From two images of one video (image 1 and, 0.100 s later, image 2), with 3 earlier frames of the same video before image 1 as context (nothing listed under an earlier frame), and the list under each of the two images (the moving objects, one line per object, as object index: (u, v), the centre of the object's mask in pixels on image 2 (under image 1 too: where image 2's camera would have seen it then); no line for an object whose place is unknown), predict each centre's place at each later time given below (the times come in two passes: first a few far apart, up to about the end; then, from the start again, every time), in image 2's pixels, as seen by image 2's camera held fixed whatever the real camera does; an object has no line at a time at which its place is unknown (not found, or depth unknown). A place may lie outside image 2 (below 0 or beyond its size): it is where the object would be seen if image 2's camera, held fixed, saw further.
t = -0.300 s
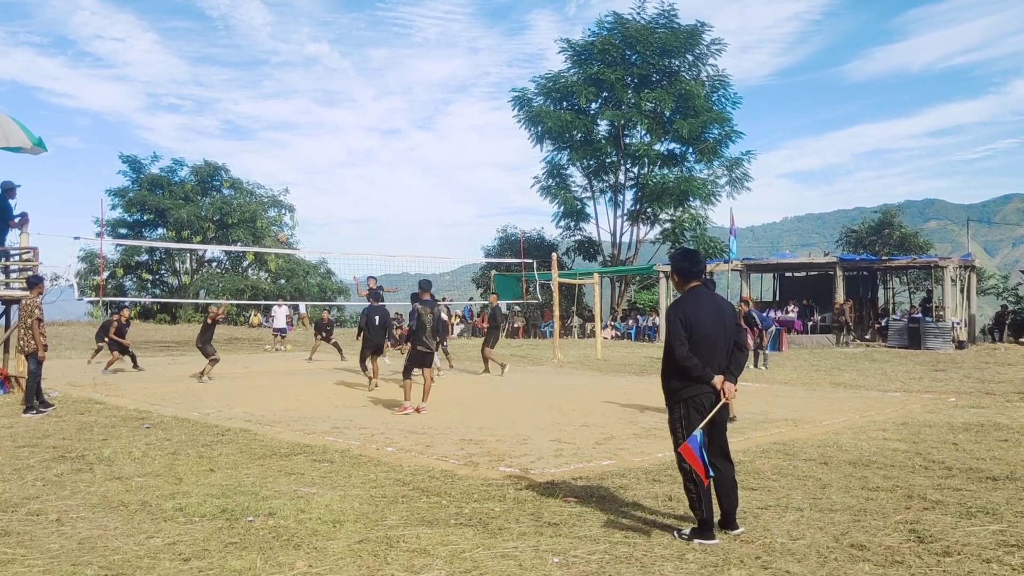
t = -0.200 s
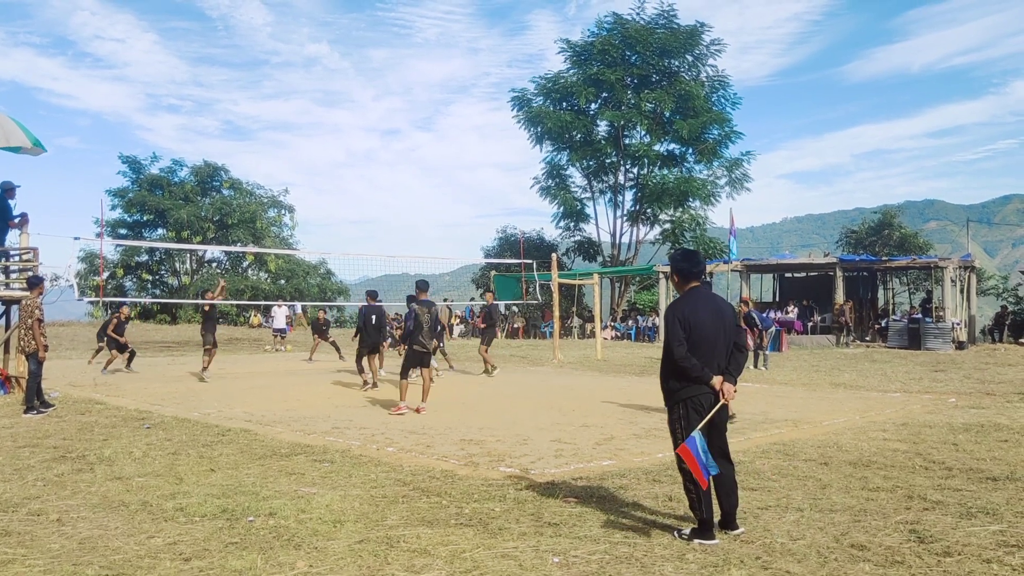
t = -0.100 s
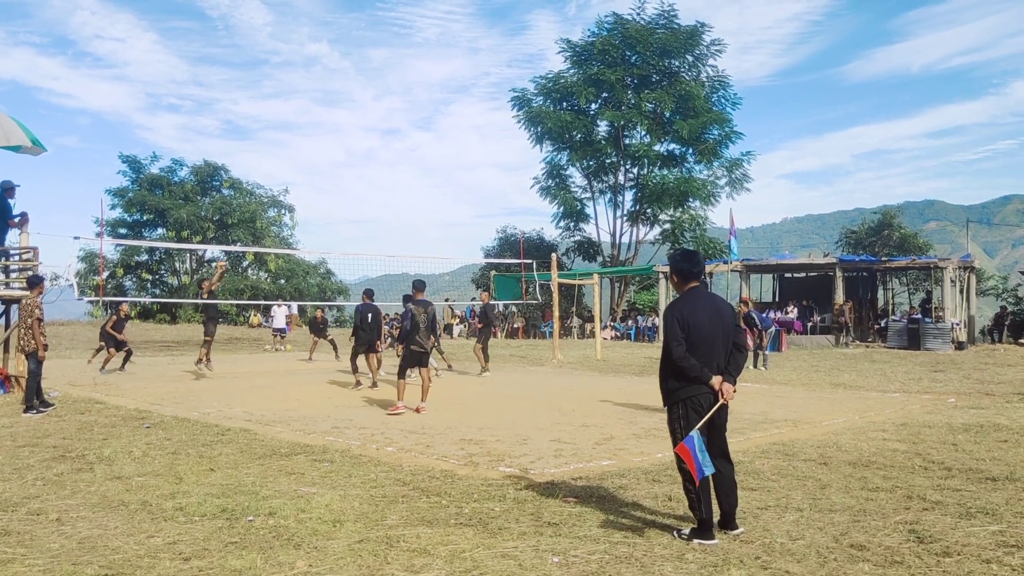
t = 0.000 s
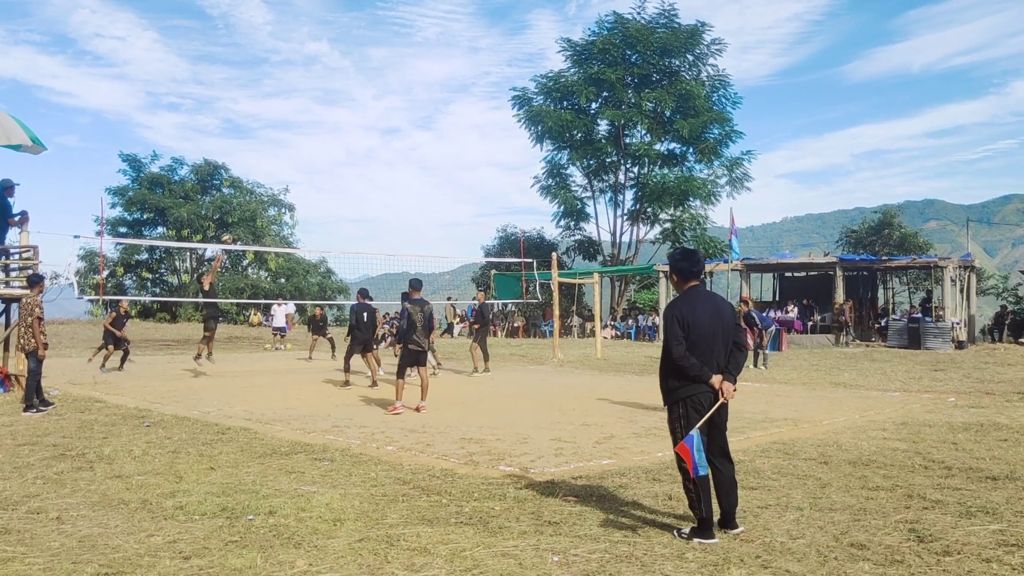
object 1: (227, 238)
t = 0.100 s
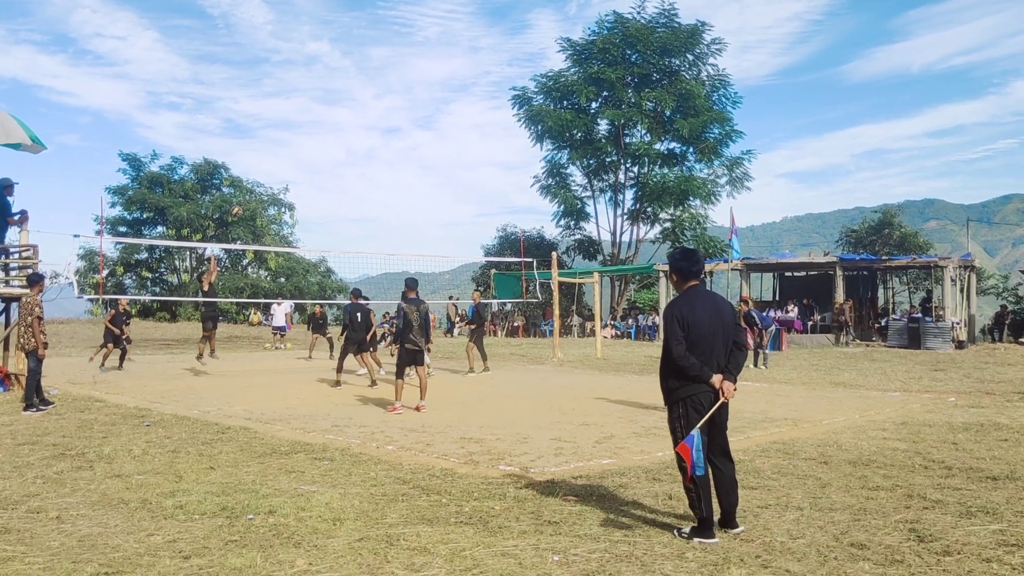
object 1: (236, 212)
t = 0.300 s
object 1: (256, 175)
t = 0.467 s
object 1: (271, 161)
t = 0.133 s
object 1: (240, 203)
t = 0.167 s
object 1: (243, 196)
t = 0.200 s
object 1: (247, 191)
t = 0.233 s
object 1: (250, 185)
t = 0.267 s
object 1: (253, 180)
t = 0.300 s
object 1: (256, 175)
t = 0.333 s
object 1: (259, 171)
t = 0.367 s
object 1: (262, 168)
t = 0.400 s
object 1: (265, 165)
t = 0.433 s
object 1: (268, 162)
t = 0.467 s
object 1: (271, 161)
